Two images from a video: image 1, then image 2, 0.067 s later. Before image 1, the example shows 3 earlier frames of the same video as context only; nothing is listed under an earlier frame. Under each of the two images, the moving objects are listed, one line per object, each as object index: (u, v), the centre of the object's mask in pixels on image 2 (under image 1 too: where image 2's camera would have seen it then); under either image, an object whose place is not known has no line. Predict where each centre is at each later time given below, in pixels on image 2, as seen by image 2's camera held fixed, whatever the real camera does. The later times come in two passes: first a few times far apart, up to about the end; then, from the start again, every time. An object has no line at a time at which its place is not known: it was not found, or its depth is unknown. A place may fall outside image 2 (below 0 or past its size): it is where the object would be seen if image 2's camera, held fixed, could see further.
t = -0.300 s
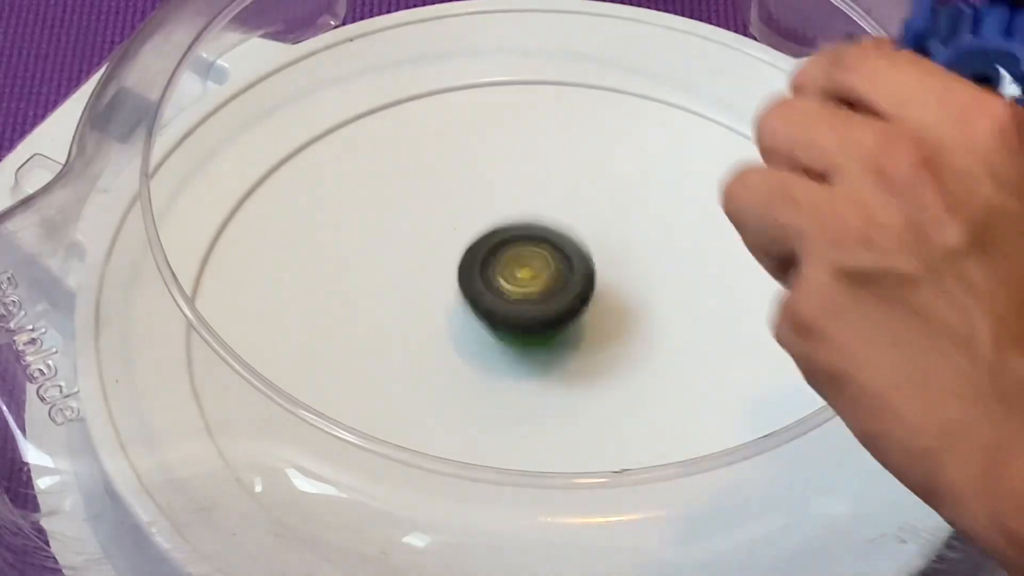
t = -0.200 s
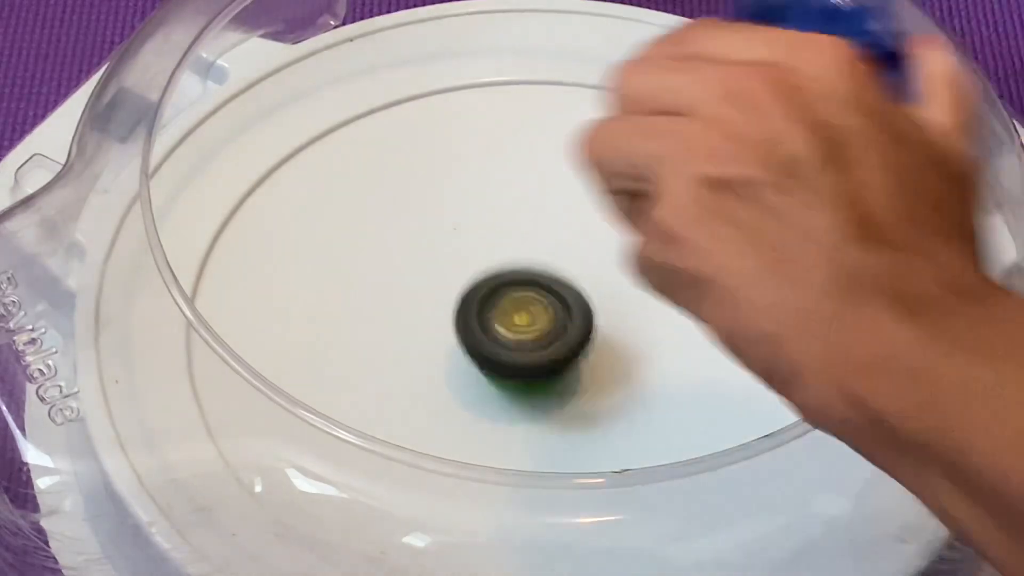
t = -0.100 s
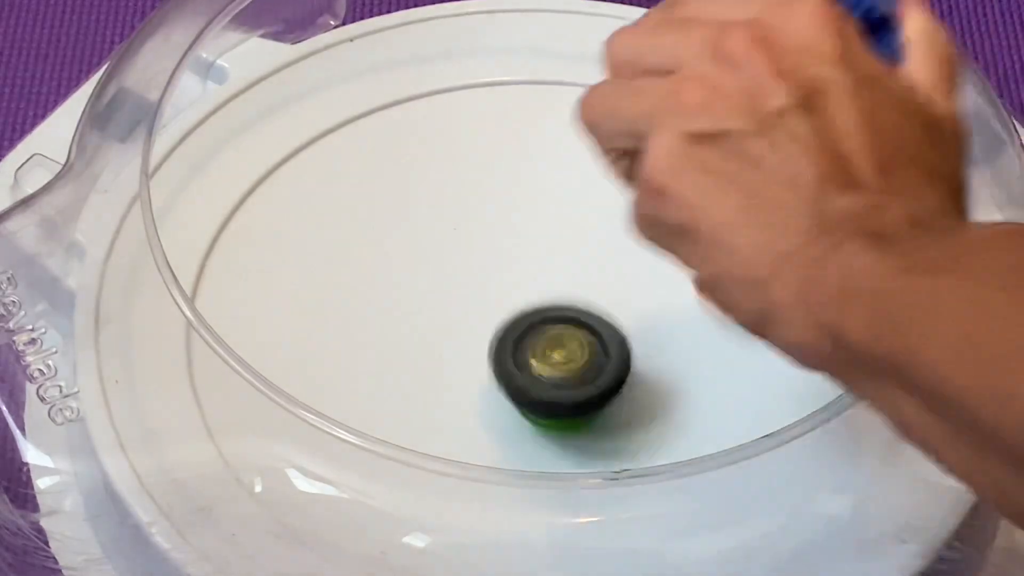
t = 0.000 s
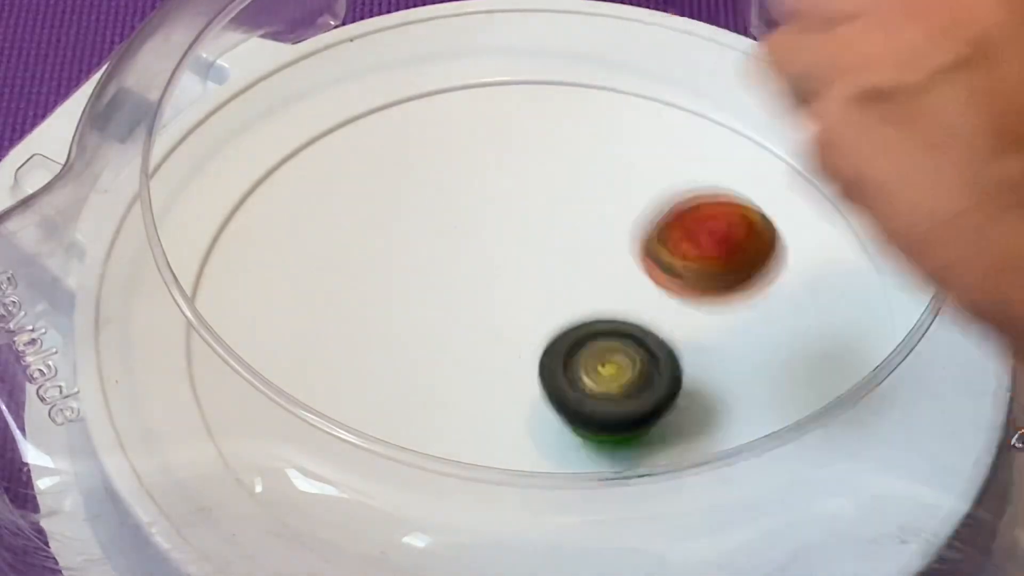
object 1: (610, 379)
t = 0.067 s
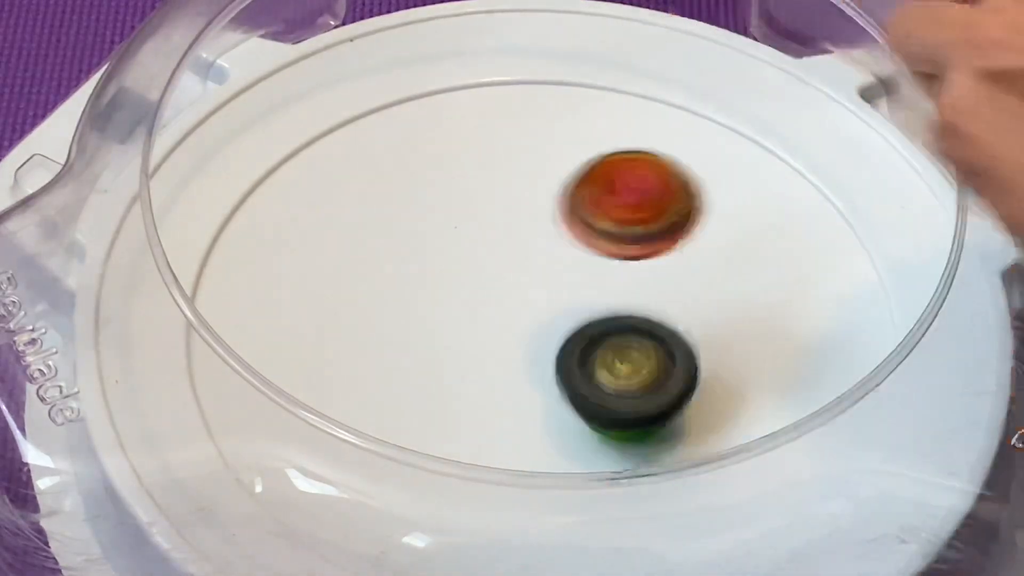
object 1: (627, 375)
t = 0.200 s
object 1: (622, 366)
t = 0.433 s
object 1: (572, 334)
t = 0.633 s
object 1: (530, 335)
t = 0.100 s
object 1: (627, 369)
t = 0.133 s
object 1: (621, 359)
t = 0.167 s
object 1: (622, 362)
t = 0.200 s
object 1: (622, 366)
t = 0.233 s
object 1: (617, 366)
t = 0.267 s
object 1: (610, 364)
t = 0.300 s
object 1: (600, 359)
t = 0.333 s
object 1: (592, 351)
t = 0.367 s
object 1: (585, 345)
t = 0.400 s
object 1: (580, 339)
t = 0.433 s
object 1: (572, 334)
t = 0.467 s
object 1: (566, 330)
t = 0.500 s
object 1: (558, 327)
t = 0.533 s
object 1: (551, 327)
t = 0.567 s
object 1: (544, 327)
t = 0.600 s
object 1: (537, 330)
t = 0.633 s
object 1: (530, 335)
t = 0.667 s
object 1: (529, 340)
